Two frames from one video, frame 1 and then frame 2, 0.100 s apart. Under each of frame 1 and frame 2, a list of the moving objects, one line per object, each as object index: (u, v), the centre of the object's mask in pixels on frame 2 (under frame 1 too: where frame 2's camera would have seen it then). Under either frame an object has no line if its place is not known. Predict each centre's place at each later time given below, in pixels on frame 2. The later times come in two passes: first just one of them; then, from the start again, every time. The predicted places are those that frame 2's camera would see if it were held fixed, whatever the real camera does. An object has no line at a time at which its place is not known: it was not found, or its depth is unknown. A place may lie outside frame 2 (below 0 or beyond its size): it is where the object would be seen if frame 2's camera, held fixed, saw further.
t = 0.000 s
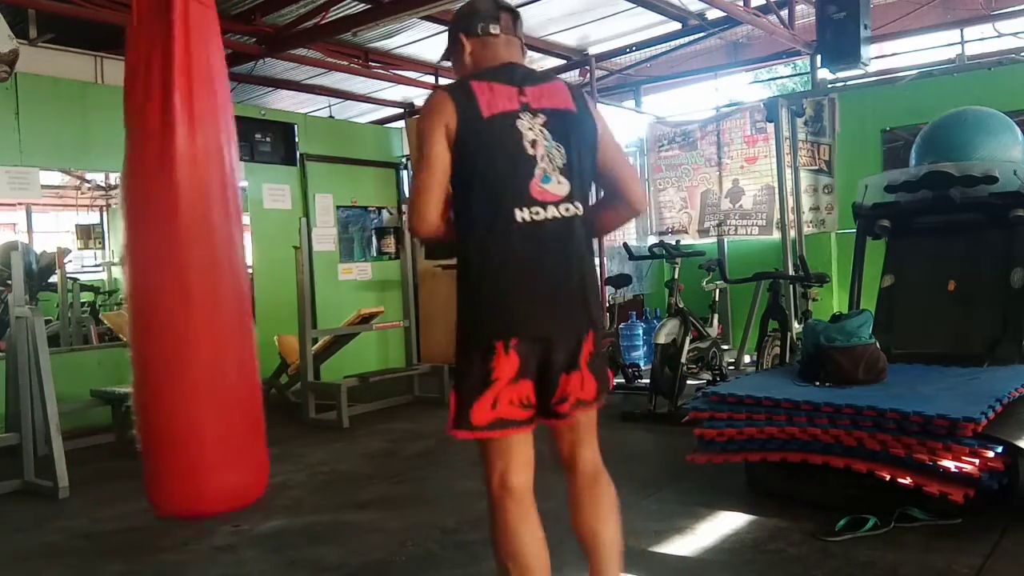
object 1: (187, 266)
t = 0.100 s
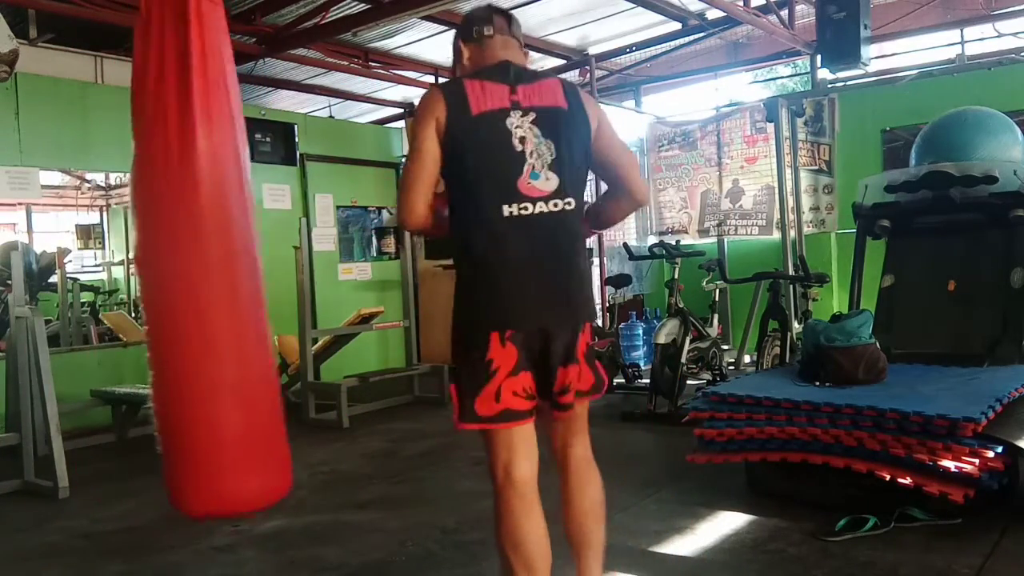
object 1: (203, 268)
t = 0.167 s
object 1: (211, 266)
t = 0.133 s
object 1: (207, 267)
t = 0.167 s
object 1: (211, 266)
